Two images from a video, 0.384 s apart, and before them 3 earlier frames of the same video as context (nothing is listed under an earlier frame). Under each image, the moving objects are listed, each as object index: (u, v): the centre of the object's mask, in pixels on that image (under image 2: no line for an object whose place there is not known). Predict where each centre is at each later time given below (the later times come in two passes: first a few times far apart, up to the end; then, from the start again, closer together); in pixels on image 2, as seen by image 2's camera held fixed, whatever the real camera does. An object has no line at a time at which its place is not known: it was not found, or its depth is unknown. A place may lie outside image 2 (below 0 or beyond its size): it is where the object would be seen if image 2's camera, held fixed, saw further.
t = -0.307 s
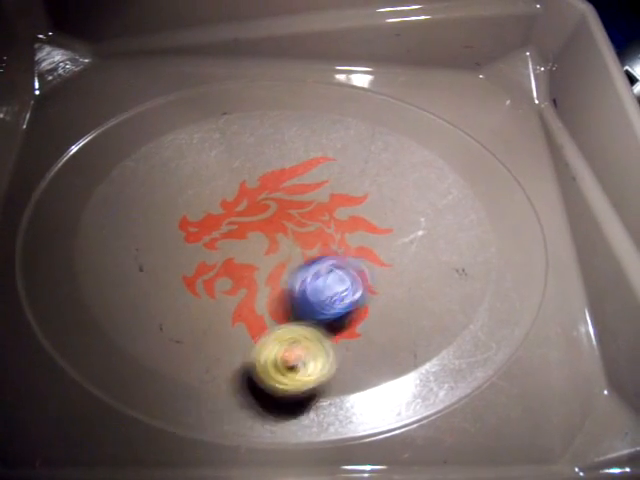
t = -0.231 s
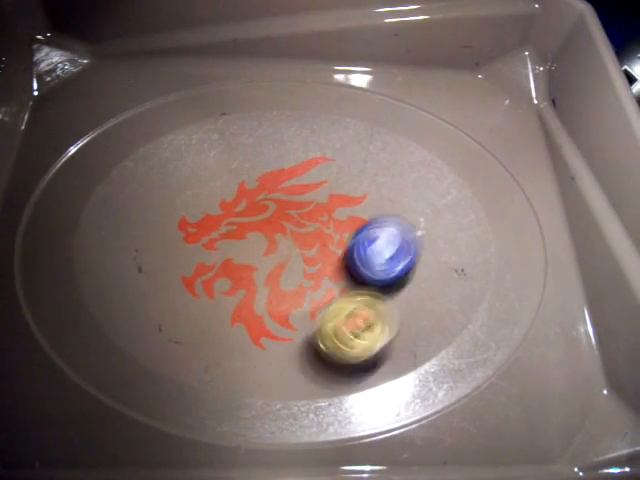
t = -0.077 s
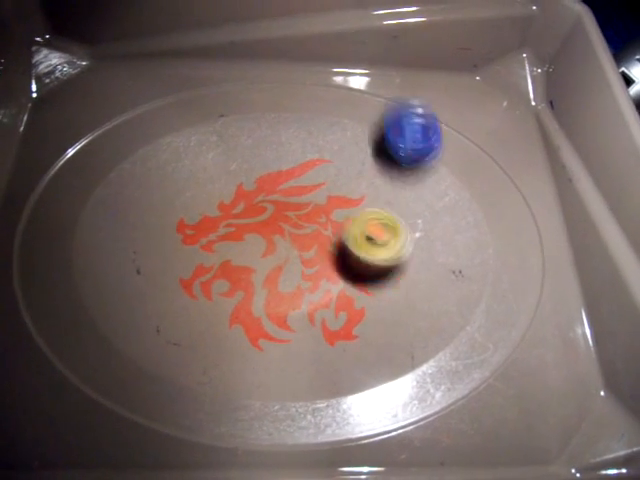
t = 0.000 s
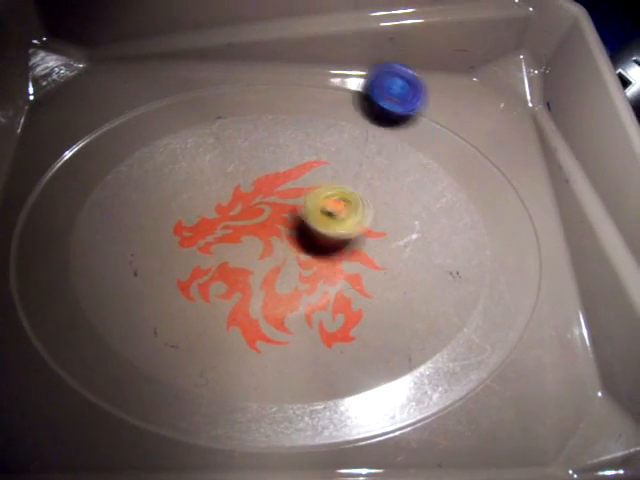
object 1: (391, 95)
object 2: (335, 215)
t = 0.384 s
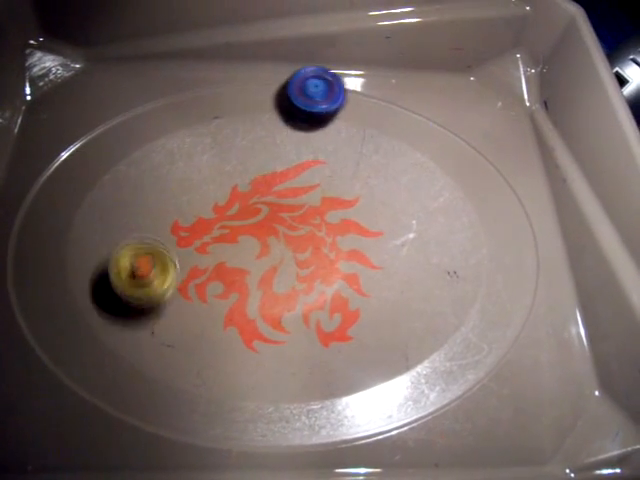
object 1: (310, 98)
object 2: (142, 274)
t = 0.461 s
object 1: (322, 101)
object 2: (173, 316)
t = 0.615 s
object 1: (341, 113)
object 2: (311, 312)
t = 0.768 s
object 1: (304, 151)
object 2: (352, 209)
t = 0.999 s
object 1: (139, 228)
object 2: (331, 171)
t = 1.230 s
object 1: (253, 351)
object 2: (269, 239)
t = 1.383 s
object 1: (381, 313)
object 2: (292, 304)
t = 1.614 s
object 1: (375, 196)
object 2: (393, 280)
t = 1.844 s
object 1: (227, 183)
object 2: (305, 204)
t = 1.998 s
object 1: (140, 248)
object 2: (244, 208)
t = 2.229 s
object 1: (196, 359)
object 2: (210, 241)
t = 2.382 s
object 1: (325, 331)
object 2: (229, 282)
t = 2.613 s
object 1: (330, 205)
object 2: (285, 290)
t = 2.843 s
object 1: (211, 165)
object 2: (328, 255)
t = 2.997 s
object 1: (144, 211)
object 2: (328, 221)
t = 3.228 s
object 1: (216, 303)
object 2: (290, 189)
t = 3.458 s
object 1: (343, 271)
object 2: (236, 205)
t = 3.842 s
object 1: (272, 165)
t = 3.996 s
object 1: (216, 219)
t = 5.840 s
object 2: (152, 165)
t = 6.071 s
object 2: (143, 261)
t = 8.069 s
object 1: (253, 178)
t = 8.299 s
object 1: (214, 237)
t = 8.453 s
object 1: (184, 236)
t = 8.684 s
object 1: (224, 265)
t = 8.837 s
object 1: (260, 240)
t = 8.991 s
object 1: (199, 234)
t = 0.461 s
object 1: (322, 101)
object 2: (173, 316)
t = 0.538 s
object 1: (333, 105)
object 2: (243, 334)
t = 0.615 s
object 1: (341, 113)
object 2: (311, 312)
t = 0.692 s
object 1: (336, 125)
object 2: (348, 263)
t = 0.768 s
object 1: (304, 151)
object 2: (352, 209)
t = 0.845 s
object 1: (227, 157)
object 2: (363, 189)
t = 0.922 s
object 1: (167, 181)
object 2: (360, 177)
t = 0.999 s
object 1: (139, 228)
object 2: (331, 171)
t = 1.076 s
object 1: (146, 283)
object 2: (294, 181)
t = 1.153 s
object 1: (185, 328)
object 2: (272, 207)
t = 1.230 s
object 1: (253, 351)
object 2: (269, 239)
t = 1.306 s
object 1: (324, 345)
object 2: (277, 272)
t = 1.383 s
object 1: (381, 313)
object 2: (292, 304)
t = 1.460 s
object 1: (407, 273)
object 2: (325, 323)
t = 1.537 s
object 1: (403, 231)
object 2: (369, 311)
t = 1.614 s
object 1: (375, 196)
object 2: (393, 280)
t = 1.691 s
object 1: (331, 176)
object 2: (384, 244)
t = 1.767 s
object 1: (279, 171)
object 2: (349, 217)
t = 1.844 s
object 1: (227, 183)
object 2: (305, 204)
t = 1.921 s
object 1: (189, 209)
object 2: (263, 203)
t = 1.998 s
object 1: (140, 248)
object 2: (244, 208)
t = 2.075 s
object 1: (123, 290)
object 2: (229, 216)
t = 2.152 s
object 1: (143, 333)
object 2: (217, 227)
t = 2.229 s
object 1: (196, 359)
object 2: (210, 241)
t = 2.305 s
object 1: (268, 358)
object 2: (213, 263)
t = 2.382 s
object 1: (325, 331)
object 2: (229, 282)
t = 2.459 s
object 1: (353, 289)
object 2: (246, 290)
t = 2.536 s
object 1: (351, 245)
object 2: (266, 293)
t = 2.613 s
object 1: (330, 205)
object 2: (285, 290)
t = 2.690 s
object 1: (299, 178)
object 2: (304, 283)
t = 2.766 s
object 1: (257, 164)
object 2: (319, 270)
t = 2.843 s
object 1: (211, 165)
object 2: (328, 255)
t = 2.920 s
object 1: (170, 181)
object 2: (331, 239)
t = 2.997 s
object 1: (144, 211)
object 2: (328, 221)
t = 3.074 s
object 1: (142, 250)
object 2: (320, 207)
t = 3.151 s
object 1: (169, 284)
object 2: (307, 195)
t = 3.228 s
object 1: (216, 303)
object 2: (290, 189)
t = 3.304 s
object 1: (270, 305)
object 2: (267, 189)
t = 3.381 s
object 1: (311, 292)
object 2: (249, 196)
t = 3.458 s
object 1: (343, 271)
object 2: (236, 205)
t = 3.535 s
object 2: (227, 217)
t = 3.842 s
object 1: (272, 165)
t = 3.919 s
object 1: (235, 186)
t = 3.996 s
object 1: (216, 219)
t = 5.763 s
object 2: (198, 158)
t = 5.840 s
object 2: (152, 165)
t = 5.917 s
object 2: (122, 189)
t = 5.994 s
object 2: (118, 224)
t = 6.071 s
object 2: (143, 261)
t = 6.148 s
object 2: (194, 291)
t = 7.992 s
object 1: (283, 178)
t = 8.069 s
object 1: (253, 178)
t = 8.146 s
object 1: (227, 190)
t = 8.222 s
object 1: (213, 212)
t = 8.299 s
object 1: (214, 237)
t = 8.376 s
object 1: (196, 231)
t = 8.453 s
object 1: (184, 236)
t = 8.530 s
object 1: (185, 252)
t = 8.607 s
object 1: (202, 265)
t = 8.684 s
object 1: (224, 265)
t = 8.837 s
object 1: (260, 240)
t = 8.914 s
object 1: (263, 226)
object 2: (339, 194)
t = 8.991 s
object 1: (199, 234)
